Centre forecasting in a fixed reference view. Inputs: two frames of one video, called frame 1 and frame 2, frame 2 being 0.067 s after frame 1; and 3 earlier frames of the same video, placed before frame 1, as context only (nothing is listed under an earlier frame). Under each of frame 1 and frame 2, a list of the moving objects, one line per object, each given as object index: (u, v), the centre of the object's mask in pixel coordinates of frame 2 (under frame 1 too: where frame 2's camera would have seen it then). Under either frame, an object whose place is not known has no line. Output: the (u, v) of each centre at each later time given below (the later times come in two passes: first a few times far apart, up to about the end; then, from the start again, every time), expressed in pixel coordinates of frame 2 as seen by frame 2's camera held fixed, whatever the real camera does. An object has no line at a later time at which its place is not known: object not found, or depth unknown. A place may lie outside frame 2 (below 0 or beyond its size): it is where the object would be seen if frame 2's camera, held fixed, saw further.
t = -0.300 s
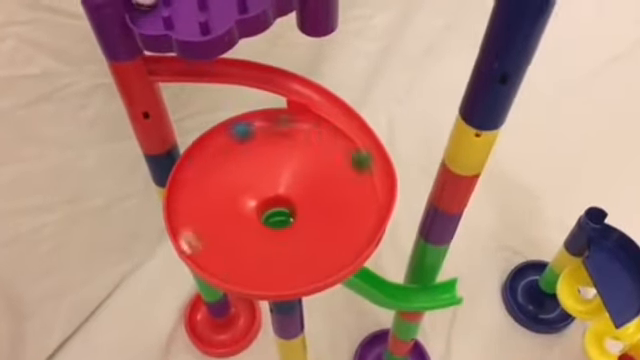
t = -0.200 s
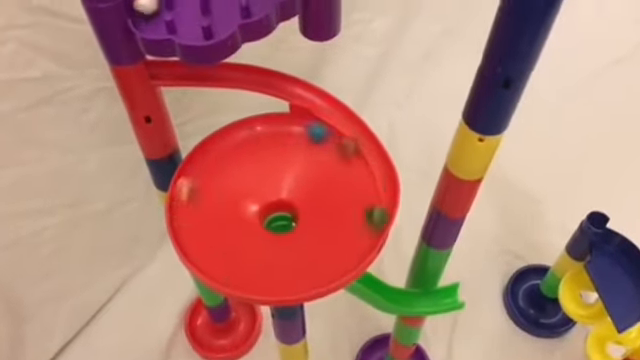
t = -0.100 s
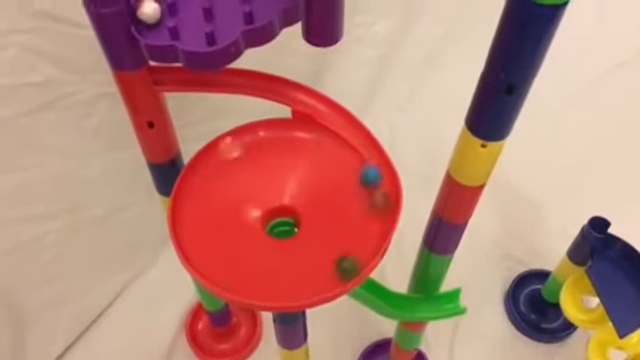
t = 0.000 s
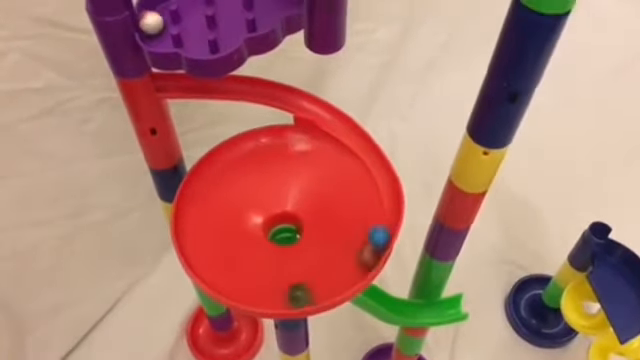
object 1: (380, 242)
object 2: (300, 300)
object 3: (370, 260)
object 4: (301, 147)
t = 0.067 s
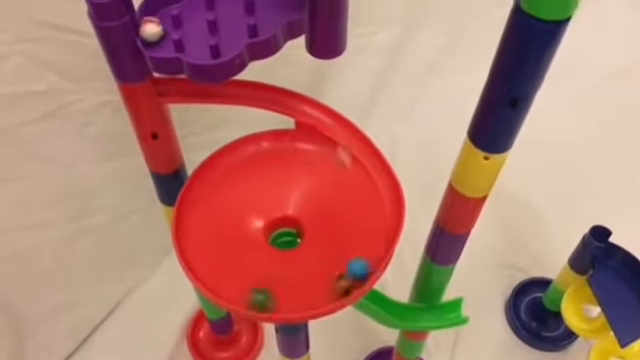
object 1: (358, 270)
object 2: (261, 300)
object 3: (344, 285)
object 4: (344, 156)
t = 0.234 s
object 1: (272, 292)
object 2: (192, 242)
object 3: (248, 298)
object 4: (382, 237)
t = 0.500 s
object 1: (206, 189)
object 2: (296, 145)
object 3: (220, 170)
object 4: (265, 299)
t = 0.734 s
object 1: (307, 145)
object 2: (383, 226)
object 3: (367, 179)
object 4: (192, 212)
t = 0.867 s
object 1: (357, 174)
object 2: (349, 275)
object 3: (378, 249)
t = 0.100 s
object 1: (344, 281)
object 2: (243, 294)
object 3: (326, 294)
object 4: (360, 171)
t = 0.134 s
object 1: (327, 289)
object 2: (225, 286)
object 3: (309, 299)
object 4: (373, 186)
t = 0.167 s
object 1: (310, 293)
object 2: (210, 275)
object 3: (287, 304)
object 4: (381, 202)
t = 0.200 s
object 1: (291, 295)
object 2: (198, 260)
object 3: (267, 302)
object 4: (384, 218)
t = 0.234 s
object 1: (272, 292)
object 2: (192, 242)
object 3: (248, 298)
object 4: (382, 237)
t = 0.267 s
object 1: (254, 288)
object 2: (190, 224)
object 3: (226, 292)
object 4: (376, 254)
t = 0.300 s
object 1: (237, 279)
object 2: (194, 206)
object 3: (211, 279)
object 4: (366, 267)
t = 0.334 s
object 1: (224, 267)
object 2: (203, 189)
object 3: (198, 264)
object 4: (353, 279)
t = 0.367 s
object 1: (213, 252)
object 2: (216, 172)
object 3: (189, 244)
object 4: (339, 289)
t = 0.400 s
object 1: (207, 238)
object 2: (234, 160)
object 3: (187, 223)
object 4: (322, 295)
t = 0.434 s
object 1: (202, 221)
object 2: (252, 151)
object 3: (193, 202)
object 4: (303, 299)
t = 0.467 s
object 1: (204, 205)
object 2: (274, 146)
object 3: (205, 184)
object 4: (283, 302)
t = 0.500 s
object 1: (206, 189)
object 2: (296, 145)
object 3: (220, 170)
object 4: (265, 299)
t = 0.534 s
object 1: (211, 174)
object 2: (317, 148)
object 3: (240, 155)
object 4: (247, 293)
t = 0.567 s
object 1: (225, 166)
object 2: (337, 155)
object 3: (263, 148)
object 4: (230, 287)
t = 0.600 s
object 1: (241, 159)
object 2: (354, 166)
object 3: (285, 144)
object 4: (214, 276)
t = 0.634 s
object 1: (257, 154)
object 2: (367, 178)
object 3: (311, 145)
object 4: (199, 263)
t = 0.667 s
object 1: (274, 149)
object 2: (376, 194)
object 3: (333, 152)
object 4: (189, 248)
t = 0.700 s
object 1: (291, 146)
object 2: (381, 210)
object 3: (354, 164)
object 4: (187, 228)
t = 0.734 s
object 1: (307, 145)
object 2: (383, 226)
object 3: (367, 179)
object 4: (192, 212)
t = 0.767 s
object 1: (323, 148)
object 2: (381, 240)
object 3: (379, 194)
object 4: (197, 196)
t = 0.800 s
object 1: (336, 157)
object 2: (373, 253)
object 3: (383, 214)
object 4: (206, 178)
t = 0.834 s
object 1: (347, 166)
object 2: (361, 265)
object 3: (383, 232)
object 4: (221, 165)
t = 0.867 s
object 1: (357, 174)
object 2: (349, 275)
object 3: (378, 249)
